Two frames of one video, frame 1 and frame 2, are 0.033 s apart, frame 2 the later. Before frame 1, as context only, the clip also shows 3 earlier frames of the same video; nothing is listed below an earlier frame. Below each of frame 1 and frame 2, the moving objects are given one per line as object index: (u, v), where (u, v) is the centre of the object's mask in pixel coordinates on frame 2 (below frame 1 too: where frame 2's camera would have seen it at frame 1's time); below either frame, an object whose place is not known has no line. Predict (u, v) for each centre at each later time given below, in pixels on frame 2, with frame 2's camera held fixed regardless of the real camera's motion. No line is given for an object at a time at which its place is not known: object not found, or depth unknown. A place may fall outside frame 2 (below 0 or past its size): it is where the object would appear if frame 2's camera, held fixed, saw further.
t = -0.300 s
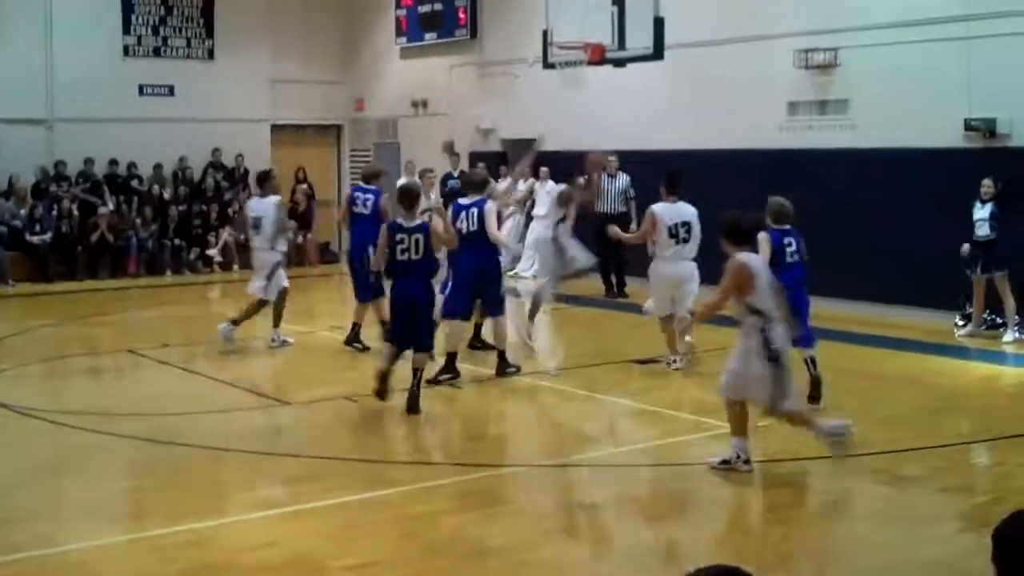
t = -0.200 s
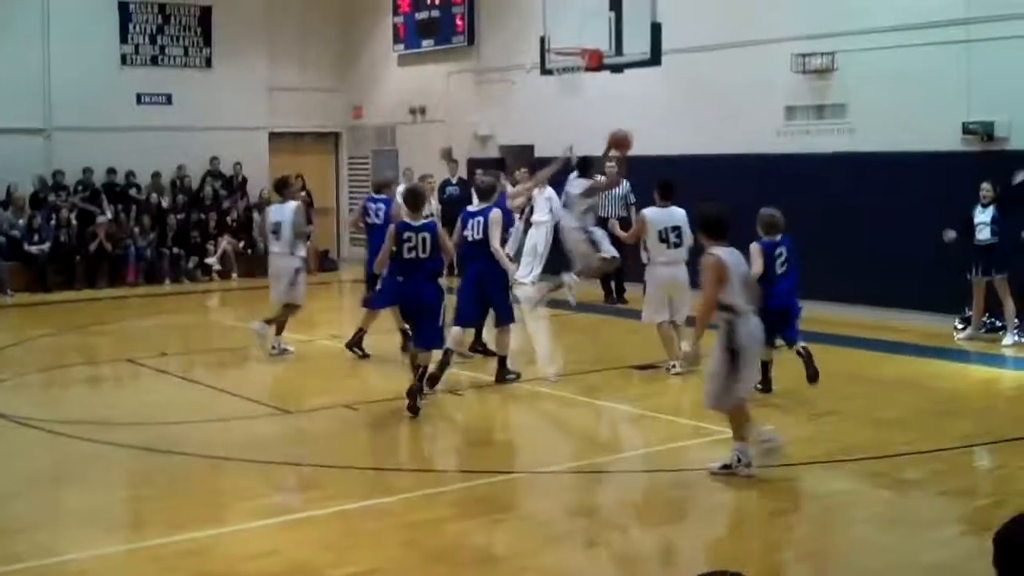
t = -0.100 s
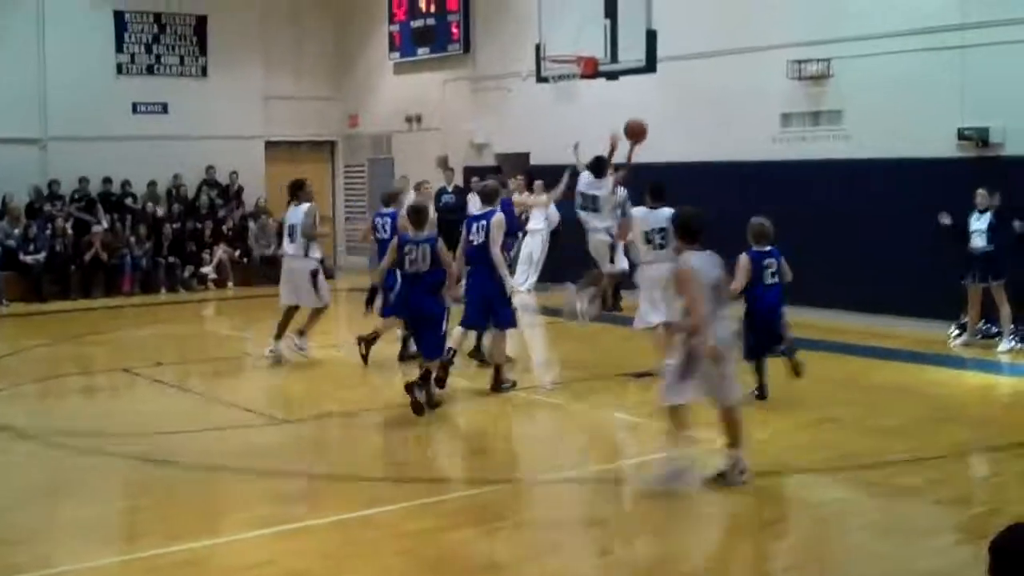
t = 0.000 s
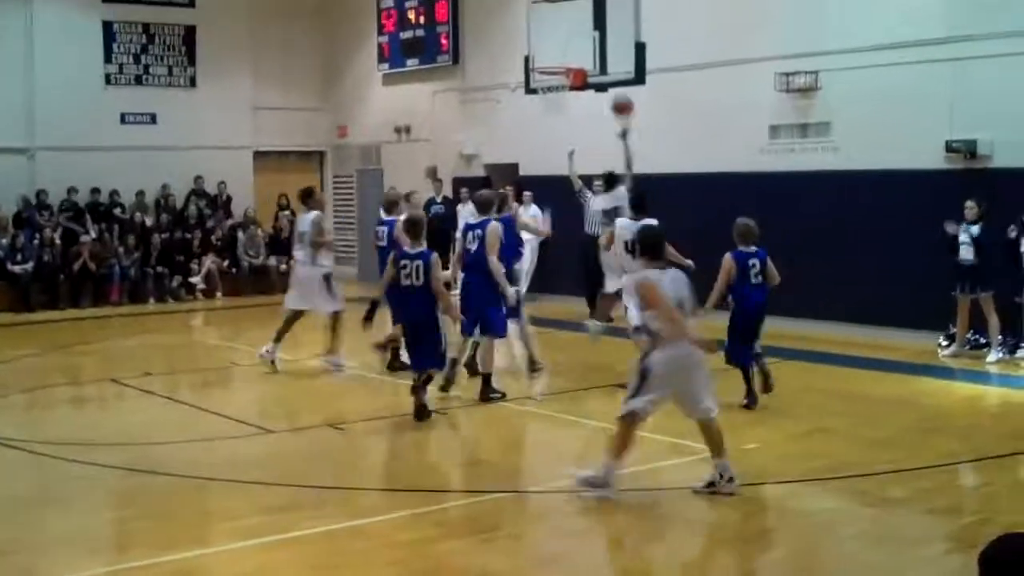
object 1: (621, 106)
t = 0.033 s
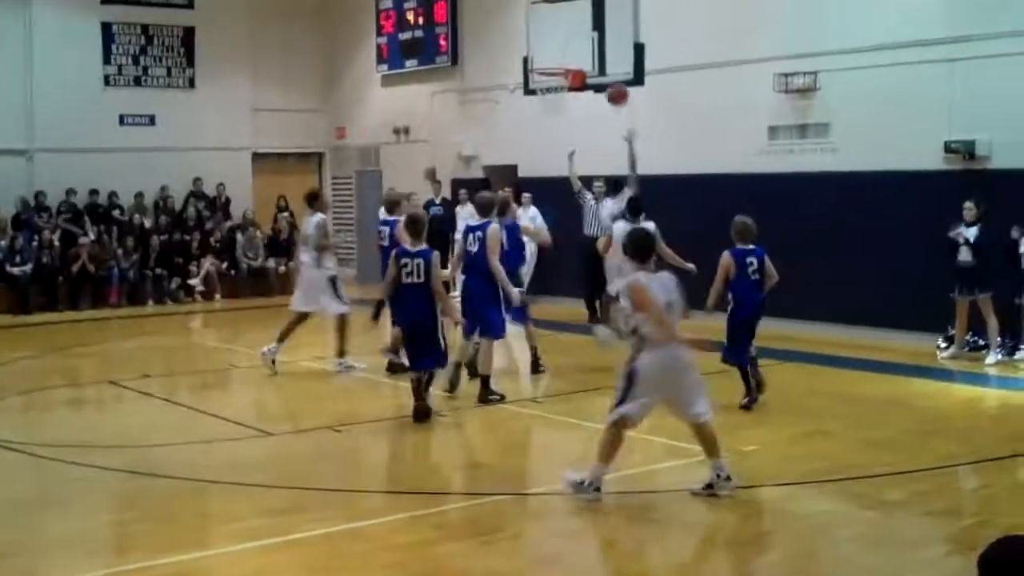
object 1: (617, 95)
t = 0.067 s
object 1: (614, 84)
